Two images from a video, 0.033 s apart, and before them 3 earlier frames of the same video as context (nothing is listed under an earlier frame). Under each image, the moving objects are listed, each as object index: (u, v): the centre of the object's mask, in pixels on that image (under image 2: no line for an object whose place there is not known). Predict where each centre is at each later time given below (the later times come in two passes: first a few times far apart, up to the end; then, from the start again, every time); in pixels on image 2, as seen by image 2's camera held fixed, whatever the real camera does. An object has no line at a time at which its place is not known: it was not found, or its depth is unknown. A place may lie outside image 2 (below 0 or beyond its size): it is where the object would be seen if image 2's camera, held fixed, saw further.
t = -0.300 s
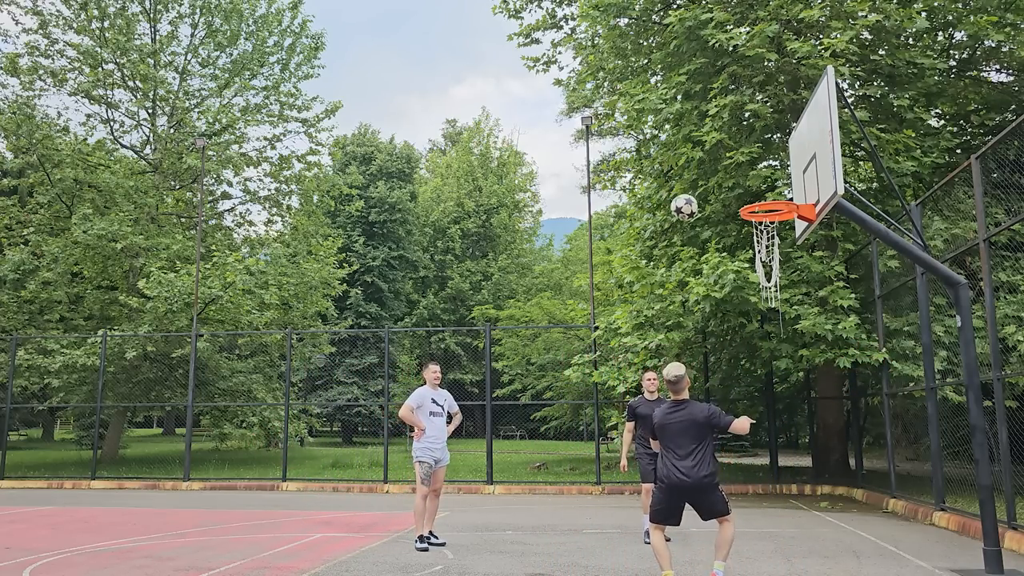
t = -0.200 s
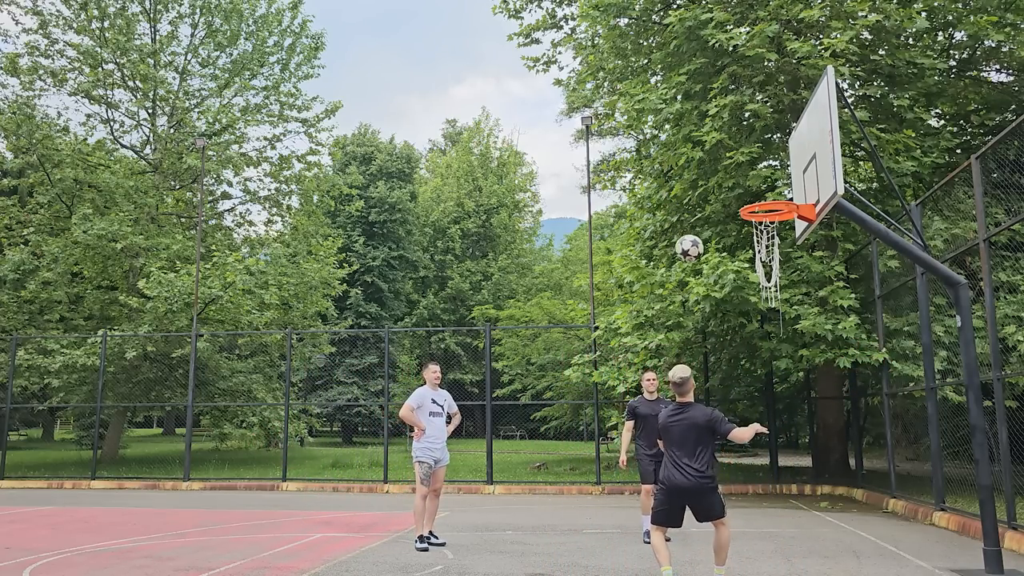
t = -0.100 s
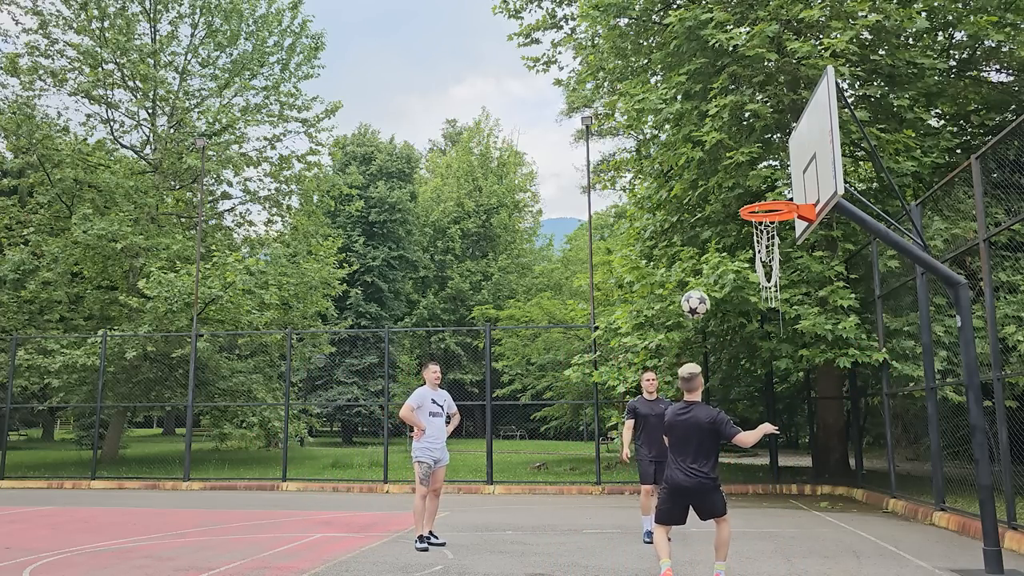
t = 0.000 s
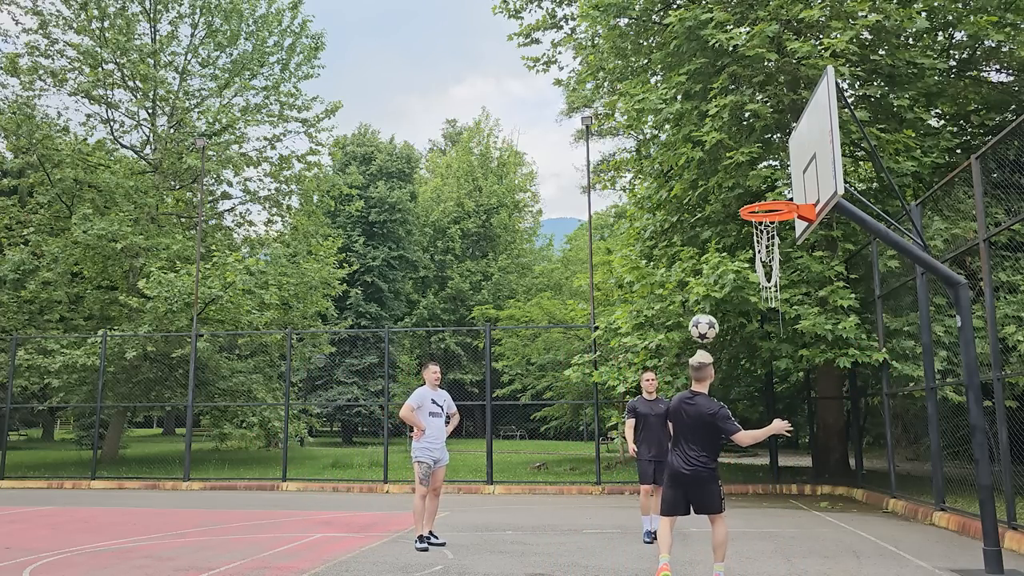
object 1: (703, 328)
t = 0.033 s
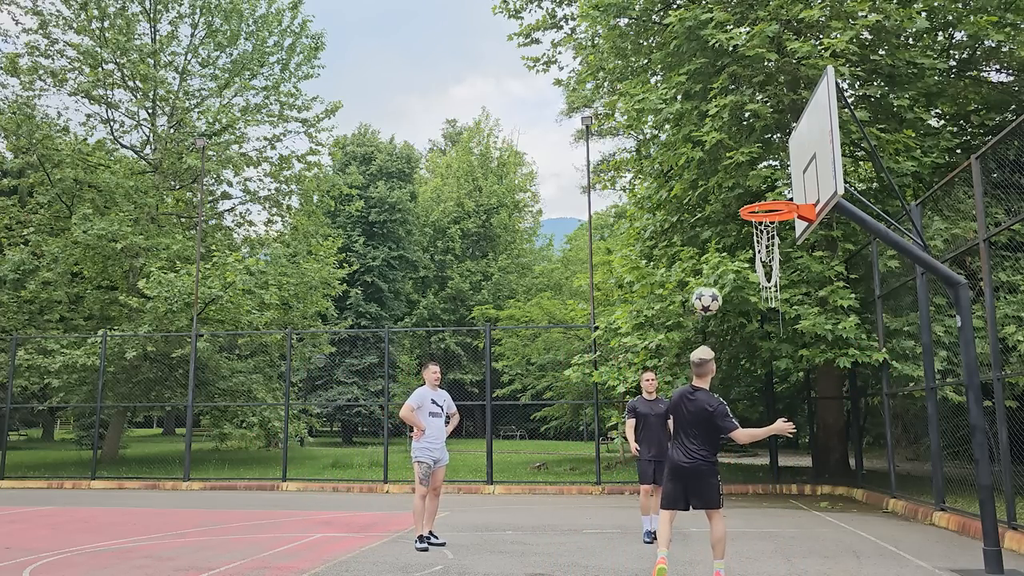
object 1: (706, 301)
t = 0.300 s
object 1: (734, 143)
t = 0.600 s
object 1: (766, 80)
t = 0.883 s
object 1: (801, 115)
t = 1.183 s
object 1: (782, 235)
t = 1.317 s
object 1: (774, 322)
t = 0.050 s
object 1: (708, 288)
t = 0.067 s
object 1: (710, 275)
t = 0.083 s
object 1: (712, 263)
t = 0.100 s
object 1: (713, 250)
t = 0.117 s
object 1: (715, 239)
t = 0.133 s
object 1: (717, 228)
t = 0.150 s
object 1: (718, 218)
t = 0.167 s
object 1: (720, 208)
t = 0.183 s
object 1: (722, 199)
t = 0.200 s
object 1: (724, 190)
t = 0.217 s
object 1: (725, 181)
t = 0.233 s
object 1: (727, 172)
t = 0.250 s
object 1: (728, 165)
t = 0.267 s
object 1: (730, 157)
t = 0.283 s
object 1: (732, 150)
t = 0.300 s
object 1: (734, 143)
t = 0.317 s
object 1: (735, 137)
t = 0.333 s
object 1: (737, 131)
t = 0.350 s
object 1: (739, 125)
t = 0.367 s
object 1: (740, 119)
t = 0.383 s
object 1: (742, 115)
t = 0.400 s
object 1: (744, 110)
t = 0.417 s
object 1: (746, 106)
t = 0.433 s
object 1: (747, 102)
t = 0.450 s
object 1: (749, 98)
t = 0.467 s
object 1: (751, 95)
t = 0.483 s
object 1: (753, 92)
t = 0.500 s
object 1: (755, 89)
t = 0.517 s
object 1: (756, 87)
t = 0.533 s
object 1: (758, 85)
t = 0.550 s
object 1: (760, 84)
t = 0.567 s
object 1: (762, 83)
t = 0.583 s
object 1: (764, 81)
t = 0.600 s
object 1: (766, 80)
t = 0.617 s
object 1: (768, 79)
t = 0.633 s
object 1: (769, 79)
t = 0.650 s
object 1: (772, 79)
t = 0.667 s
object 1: (774, 80)
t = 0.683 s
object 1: (776, 81)
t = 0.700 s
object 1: (778, 82)
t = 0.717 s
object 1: (780, 83)
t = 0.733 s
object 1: (782, 85)
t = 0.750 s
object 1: (784, 87)
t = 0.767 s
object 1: (786, 89)
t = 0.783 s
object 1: (788, 92)
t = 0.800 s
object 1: (790, 95)
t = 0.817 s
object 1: (792, 99)
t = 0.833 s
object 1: (795, 102)
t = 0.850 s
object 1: (796, 106)
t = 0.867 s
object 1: (799, 110)
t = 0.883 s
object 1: (801, 115)
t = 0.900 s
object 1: (803, 120)
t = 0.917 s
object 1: (806, 125)
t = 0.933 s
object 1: (805, 130)
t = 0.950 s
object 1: (803, 135)
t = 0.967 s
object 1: (801, 141)
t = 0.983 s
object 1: (799, 146)
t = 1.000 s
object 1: (798, 151)
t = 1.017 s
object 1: (796, 158)
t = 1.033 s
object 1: (794, 164)
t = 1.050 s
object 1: (793, 170)
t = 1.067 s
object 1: (792, 177)
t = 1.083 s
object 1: (791, 185)
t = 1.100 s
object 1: (789, 192)
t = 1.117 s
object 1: (787, 200)
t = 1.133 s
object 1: (786, 209)
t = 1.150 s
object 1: (785, 217)
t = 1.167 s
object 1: (784, 226)
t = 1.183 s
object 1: (782, 235)
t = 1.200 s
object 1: (781, 245)
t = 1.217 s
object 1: (780, 255)
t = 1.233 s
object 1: (779, 265)
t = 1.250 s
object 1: (777, 276)
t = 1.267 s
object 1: (777, 287)
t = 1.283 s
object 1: (775, 298)
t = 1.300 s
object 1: (774, 310)
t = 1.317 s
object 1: (774, 322)
